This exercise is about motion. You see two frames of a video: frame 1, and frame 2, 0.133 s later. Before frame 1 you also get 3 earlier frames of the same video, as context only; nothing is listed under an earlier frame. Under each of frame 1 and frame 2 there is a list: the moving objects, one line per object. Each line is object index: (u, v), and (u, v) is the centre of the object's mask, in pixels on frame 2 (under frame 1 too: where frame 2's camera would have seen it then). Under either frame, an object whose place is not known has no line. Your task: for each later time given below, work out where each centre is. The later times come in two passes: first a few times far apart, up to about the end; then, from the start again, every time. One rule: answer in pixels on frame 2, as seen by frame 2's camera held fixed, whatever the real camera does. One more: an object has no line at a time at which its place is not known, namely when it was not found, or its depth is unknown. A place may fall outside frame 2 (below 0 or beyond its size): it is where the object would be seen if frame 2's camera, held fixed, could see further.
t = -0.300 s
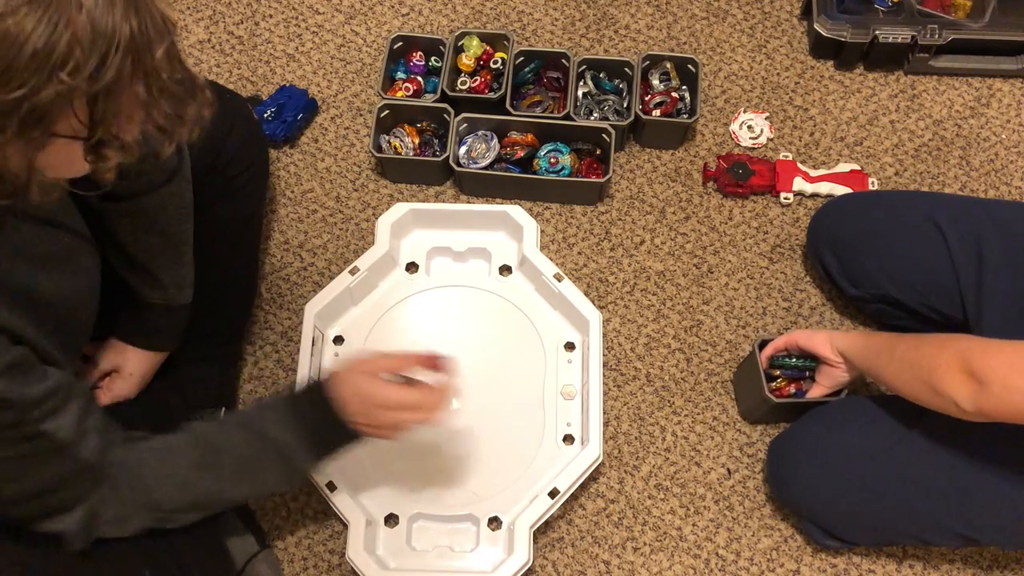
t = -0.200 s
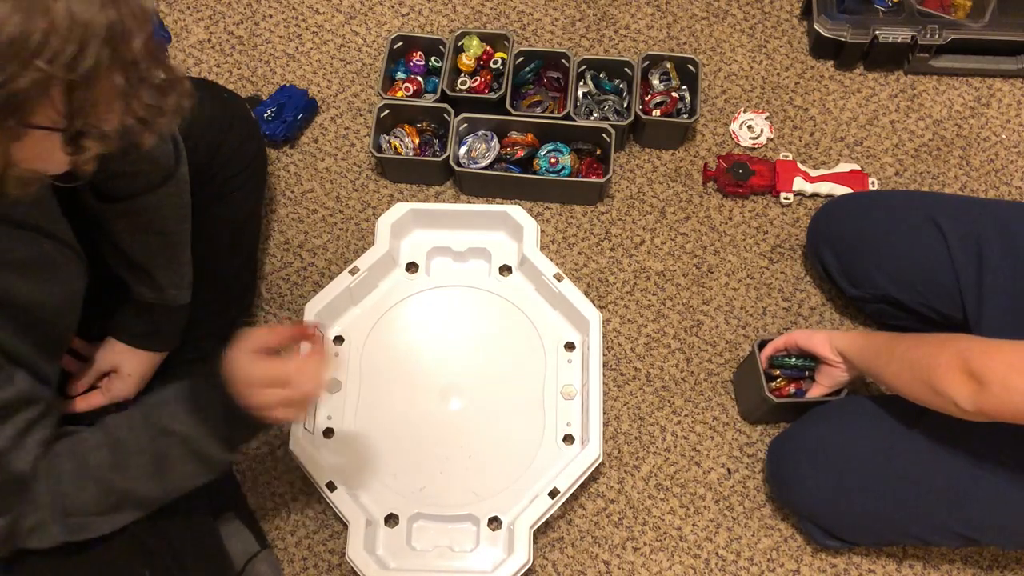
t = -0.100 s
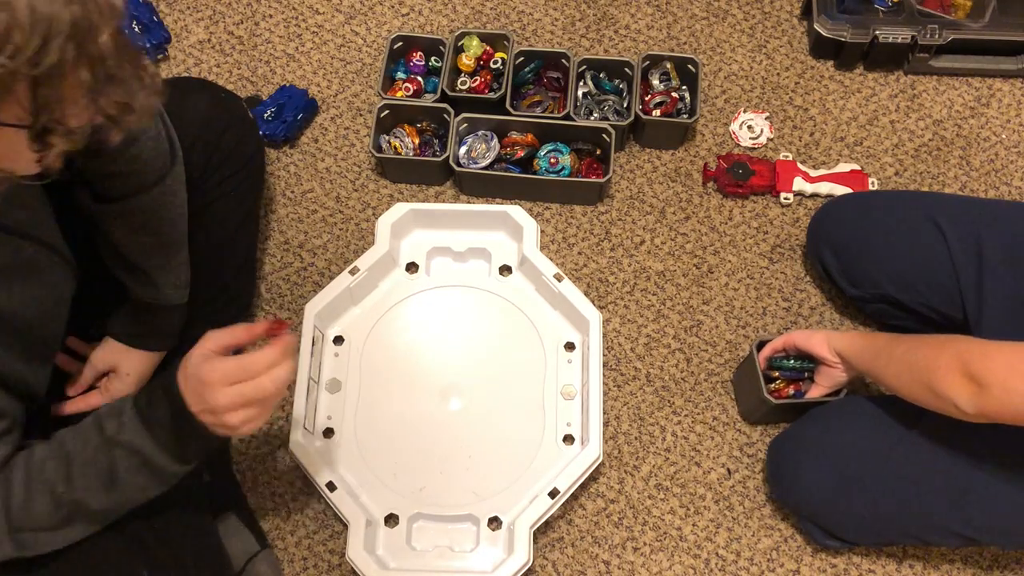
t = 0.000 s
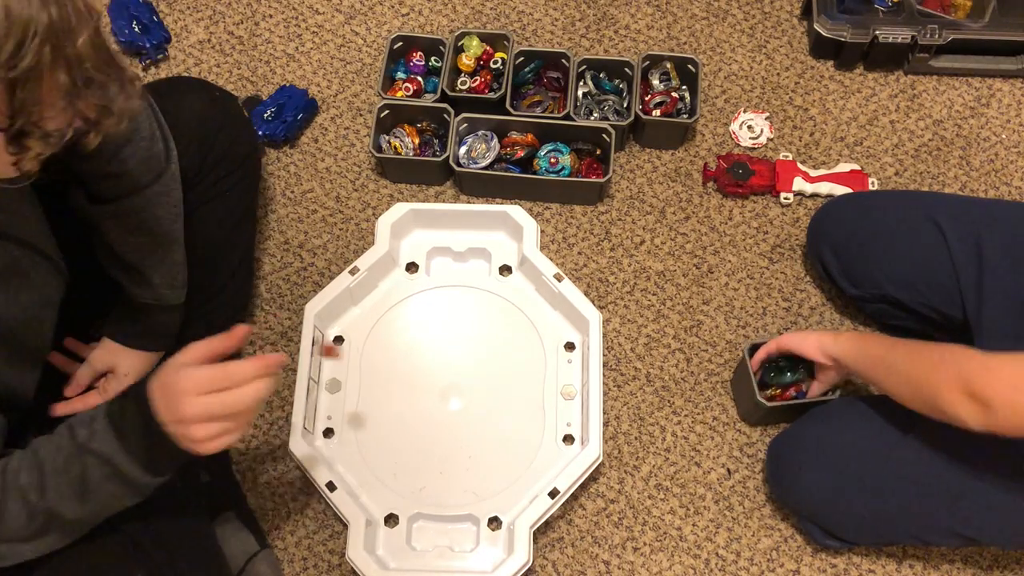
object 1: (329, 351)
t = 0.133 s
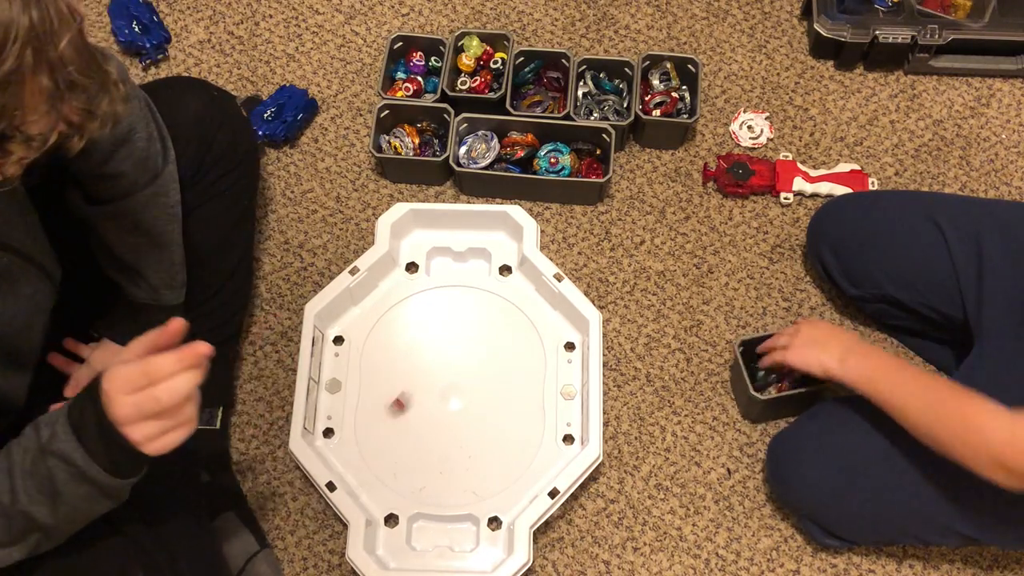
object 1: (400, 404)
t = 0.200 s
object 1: (439, 369)
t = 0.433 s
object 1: (527, 321)
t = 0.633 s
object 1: (498, 343)
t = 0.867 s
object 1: (469, 367)
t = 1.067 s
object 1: (467, 369)
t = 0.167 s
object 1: (419, 388)
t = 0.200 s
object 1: (439, 369)
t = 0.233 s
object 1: (460, 357)
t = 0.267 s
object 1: (481, 347)
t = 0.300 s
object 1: (500, 340)
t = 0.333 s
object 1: (512, 332)
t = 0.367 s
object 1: (518, 325)
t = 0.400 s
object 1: (524, 321)
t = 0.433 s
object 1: (527, 321)
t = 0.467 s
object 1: (525, 323)
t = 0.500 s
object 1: (521, 327)
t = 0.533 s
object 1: (516, 331)
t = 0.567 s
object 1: (511, 335)
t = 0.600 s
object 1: (505, 339)
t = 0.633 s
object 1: (498, 343)
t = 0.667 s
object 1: (492, 348)
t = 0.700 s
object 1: (487, 352)
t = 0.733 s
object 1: (482, 356)
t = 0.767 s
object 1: (478, 359)
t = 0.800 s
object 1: (474, 362)
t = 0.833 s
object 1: (471, 365)
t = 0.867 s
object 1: (469, 367)
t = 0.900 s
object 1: (468, 368)
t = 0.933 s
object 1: (467, 369)
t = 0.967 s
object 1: (467, 369)
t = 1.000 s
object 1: (467, 369)
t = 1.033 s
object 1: (467, 369)
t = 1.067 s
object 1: (467, 369)
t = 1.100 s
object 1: (467, 369)
